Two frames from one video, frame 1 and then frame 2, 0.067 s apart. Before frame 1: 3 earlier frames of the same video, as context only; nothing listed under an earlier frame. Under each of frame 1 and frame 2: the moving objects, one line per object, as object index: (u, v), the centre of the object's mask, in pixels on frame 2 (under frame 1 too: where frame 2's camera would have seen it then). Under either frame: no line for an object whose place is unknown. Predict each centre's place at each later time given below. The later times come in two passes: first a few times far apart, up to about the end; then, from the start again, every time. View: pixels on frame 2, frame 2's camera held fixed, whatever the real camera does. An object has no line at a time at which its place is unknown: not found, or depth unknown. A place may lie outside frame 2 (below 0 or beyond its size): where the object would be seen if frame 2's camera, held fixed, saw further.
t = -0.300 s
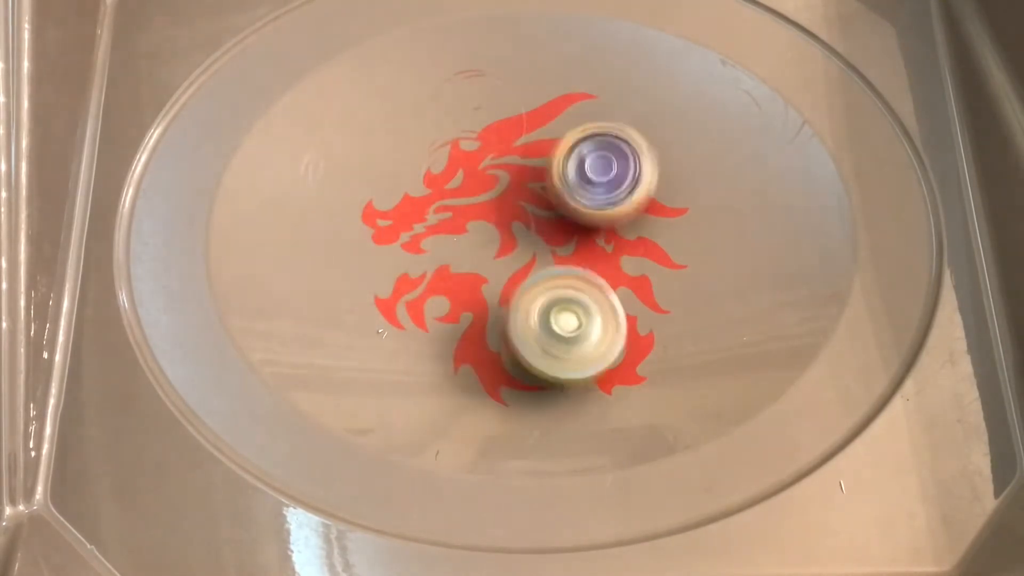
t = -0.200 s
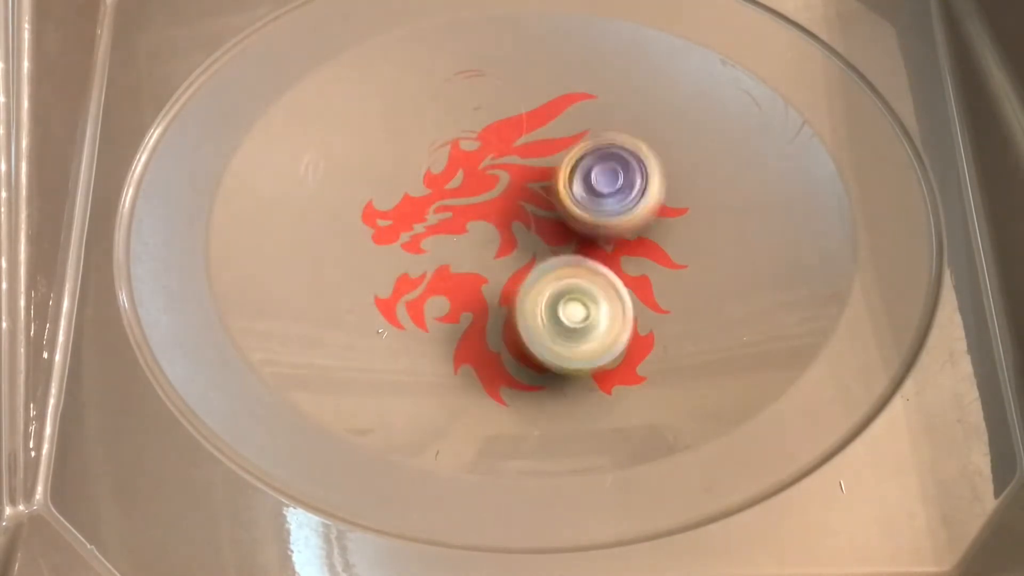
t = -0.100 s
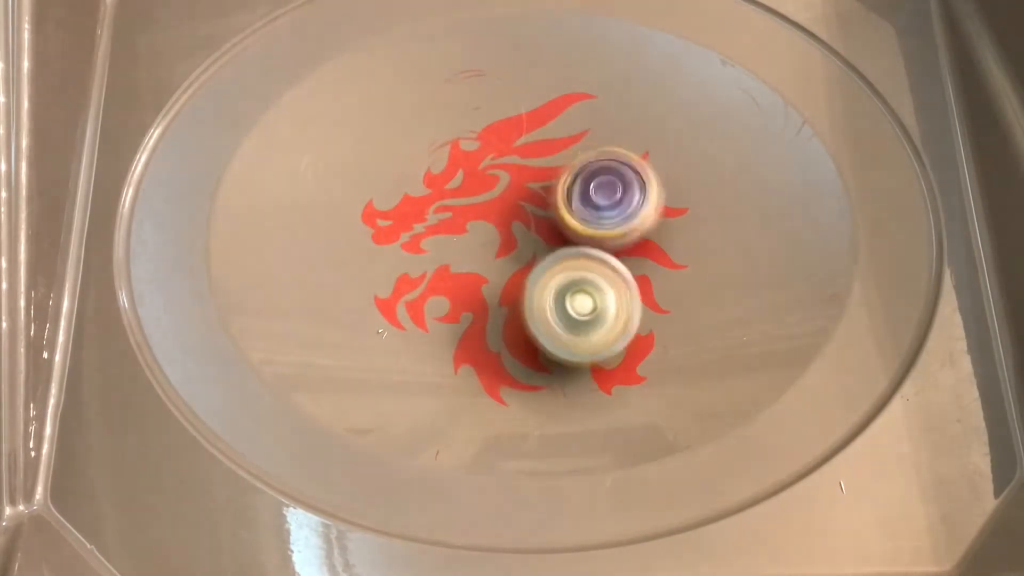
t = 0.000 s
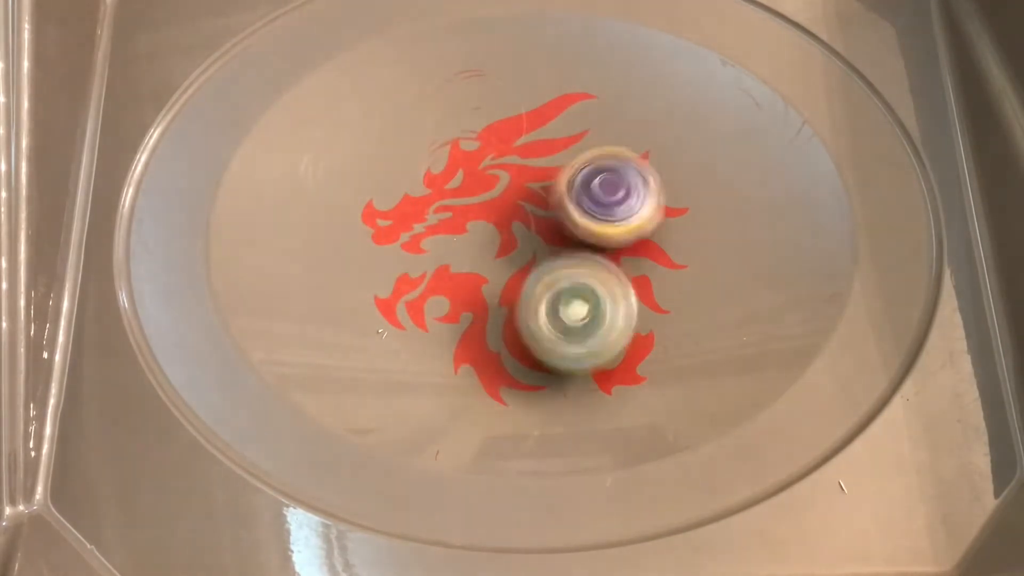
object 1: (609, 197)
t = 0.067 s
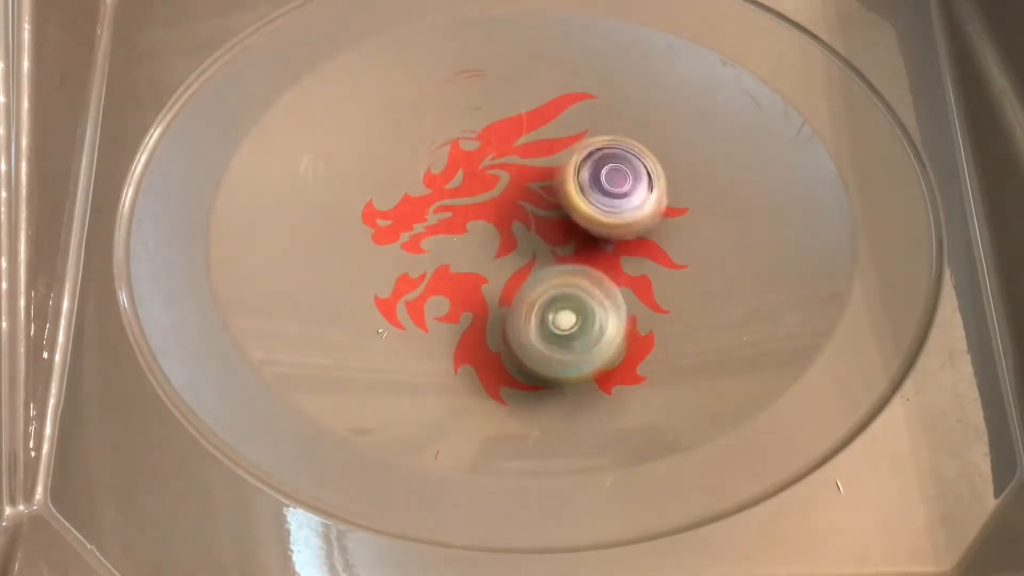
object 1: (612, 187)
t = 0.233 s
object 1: (610, 174)
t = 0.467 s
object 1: (614, 163)
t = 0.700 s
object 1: (609, 162)
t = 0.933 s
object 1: (593, 162)
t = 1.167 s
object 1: (573, 154)
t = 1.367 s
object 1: (563, 142)
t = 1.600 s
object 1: (560, 135)
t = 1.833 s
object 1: (555, 139)
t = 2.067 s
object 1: (538, 146)
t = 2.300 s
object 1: (499, 103)
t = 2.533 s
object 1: (481, 118)
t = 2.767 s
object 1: (461, 166)
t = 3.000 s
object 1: (420, 195)
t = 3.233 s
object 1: (398, 203)
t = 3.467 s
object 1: (417, 215)
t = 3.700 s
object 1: (445, 248)
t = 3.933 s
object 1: (442, 286)
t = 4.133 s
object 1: (438, 302)
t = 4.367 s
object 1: (460, 298)
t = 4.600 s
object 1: (504, 300)
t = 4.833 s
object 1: (528, 329)
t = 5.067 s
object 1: (543, 331)
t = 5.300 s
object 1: (560, 304)
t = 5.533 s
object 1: (592, 289)
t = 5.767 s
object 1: (617, 299)
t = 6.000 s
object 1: (614, 291)
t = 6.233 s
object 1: (588, 291)
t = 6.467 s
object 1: (585, 277)
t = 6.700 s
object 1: (598, 263)
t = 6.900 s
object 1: (603, 278)
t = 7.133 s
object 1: (581, 272)
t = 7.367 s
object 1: (584, 242)
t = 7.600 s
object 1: (619, 270)
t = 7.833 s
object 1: (591, 293)
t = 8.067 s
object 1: (560, 255)
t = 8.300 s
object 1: (605, 242)
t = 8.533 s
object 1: (604, 271)
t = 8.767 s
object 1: (532, 282)
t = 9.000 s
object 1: (457, 319)
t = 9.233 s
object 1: (472, 338)
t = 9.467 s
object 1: (459, 323)
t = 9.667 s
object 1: (489, 287)
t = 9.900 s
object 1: (523, 322)
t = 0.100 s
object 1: (610, 185)
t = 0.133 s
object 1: (610, 182)
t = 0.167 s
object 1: (610, 178)
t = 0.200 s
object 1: (609, 176)
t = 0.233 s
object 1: (610, 174)
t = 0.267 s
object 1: (610, 172)
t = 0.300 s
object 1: (611, 170)
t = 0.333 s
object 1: (611, 168)
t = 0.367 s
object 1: (611, 166)
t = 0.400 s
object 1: (613, 165)
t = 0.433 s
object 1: (613, 164)
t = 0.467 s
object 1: (614, 163)
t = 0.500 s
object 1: (613, 162)
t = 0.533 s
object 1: (613, 162)
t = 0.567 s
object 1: (612, 161)
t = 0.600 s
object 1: (611, 161)
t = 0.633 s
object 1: (611, 161)
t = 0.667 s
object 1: (610, 161)
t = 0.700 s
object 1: (609, 162)
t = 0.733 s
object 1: (607, 162)
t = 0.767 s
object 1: (605, 163)
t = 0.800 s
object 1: (603, 163)
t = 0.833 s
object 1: (601, 164)
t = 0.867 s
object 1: (599, 163)
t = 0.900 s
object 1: (595, 163)
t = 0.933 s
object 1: (593, 162)
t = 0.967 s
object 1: (591, 161)
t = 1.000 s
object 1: (587, 162)
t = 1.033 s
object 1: (584, 160)
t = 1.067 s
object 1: (581, 159)
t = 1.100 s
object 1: (579, 159)
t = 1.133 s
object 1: (575, 156)
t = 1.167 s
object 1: (573, 154)
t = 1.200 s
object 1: (570, 152)
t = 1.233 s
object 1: (568, 150)
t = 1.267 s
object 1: (568, 148)
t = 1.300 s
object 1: (565, 147)
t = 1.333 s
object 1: (565, 145)
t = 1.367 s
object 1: (563, 142)
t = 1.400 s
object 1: (562, 141)
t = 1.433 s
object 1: (561, 139)
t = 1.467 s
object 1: (560, 138)
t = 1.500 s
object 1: (562, 136)
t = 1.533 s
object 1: (561, 136)
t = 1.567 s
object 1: (561, 136)
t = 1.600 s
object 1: (560, 135)
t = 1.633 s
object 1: (560, 135)
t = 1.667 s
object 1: (559, 135)
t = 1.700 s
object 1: (558, 135)
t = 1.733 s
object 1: (558, 135)
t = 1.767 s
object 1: (557, 137)
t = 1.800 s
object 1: (557, 137)
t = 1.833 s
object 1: (555, 139)
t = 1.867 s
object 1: (554, 140)
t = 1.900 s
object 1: (551, 141)
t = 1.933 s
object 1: (550, 143)
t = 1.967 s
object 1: (548, 143)
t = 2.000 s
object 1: (545, 145)
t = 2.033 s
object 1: (543, 145)
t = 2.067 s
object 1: (538, 146)
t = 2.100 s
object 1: (533, 133)
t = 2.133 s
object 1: (528, 122)
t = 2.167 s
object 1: (521, 116)
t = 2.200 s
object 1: (515, 111)
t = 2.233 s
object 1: (509, 108)
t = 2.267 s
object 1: (504, 105)
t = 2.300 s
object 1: (499, 103)
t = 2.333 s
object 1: (496, 103)
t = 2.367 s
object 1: (493, 102)
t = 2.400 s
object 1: (490, 104)
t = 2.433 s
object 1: (487, 105)
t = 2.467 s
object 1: (485, 109)
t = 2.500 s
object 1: (483, 113)
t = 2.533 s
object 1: (481, 118)
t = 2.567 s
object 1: (478, 124)
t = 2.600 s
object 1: (475, 129)
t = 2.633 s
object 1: (472, 138)
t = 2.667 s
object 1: (471, 147)
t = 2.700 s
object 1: (468, 153)
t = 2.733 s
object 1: (465, 160)
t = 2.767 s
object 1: (461, 166)
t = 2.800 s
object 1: (456, 172)
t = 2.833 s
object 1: (452, 176)
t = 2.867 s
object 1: (446, 183)
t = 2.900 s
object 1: (440, 185)
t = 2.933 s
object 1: (433, 190)
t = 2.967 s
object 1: (427, 192)
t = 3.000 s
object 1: (420, 195)
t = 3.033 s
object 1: (417, 198)
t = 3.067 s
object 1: (409, 199)
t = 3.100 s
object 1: (406, 200)
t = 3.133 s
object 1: (401, 201)
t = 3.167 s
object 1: (400, 202)
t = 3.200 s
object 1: (397, 202)
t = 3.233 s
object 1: (398, 203)
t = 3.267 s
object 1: (397, 204)
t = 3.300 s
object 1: (398, 204)
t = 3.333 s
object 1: (400, 205)
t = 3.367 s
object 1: (403, 207)
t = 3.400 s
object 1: (408, 209)
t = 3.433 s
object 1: (412, 213)
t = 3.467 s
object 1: (417, 215)
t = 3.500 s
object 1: (422, 219)
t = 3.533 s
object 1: (425, 223)
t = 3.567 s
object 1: (432, 228)
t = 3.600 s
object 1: (436, 230)
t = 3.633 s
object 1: (441, 237)
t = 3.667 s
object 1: (443, 242)
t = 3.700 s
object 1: (445, 248)
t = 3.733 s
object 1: (447, 253)
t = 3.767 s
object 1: (449, 261)
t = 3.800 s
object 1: (448, 266)
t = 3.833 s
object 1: (447, 272)
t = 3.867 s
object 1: (446, 276)
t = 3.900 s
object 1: (443, 283)
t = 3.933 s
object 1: (442, 286)
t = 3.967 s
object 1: (440, 292)
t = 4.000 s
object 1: (439, 295)
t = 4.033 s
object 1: (438, 299)
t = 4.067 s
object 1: (438, 299)
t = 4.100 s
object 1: (438, 302)
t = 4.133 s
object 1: (438, 302)
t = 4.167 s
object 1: (438, 303)
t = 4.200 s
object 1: (439, 302)
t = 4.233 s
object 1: (442, 302)
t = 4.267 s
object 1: (444, 300)
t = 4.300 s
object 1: (452, 300)
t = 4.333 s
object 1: (455, 298)
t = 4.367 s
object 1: (460, 298)
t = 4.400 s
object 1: (466, 297)
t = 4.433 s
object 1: (471, 296)
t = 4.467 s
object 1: (478, 294)
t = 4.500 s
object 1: (487, 296)
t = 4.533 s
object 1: (494, 295)
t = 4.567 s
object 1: (499, 299)
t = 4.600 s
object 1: (504, 300)
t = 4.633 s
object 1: (509, 305)
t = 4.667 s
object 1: (513, 307)
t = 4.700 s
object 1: (517, 313)
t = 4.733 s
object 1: (519, 315)
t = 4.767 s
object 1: (523, 321)
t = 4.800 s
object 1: (525, 325)
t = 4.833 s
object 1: (528, 329)
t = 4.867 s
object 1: (531, 330)
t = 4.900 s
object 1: (535, 334)
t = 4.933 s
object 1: (535, 335)
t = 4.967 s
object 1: (537, 336)
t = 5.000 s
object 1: (539, 333)
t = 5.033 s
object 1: (542, 333)
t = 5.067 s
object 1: (543, 331)
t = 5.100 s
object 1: (545, 329)
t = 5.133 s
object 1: (547, 324)
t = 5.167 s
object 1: (551, 321)
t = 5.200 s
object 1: (550, 317)
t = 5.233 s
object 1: (552, 313)
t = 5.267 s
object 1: (555, 306)
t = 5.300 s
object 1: (560, 304)
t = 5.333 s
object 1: (562, 300)
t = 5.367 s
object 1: (566, 297)
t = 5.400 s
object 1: (570, 293)
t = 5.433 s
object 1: (578, 291)
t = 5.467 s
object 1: (582, 291)
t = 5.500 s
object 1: (588, 290)
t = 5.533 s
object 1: (592, 289)
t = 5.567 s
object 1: (600, 291)
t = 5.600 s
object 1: (603, 294)
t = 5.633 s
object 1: (608, 294)
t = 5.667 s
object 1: (611, 298)
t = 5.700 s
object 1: (614, 299)
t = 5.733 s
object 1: (615, 300)
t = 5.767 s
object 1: (617, 299)
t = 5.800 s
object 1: (619, 300)
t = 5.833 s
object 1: (619, 300)
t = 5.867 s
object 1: (619, 300)
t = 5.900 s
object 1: (617, 297)
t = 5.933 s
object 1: (617, 297)
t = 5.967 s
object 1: (615, 294)
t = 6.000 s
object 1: (614, 291)
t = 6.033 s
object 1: (611, 288)
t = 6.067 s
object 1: (610, 286)
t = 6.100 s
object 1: (605, 280)
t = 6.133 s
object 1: (604, 283)
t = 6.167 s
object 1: (599, 292)
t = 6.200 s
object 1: (591, 296)
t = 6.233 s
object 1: (588, 291)
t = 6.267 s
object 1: (588, 288)
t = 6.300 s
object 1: (589, 288)
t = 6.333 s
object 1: (588, 289)
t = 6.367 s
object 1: (583, 287)
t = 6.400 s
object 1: (581, 282)
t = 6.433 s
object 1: (582, 277)
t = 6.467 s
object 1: (585, 277)
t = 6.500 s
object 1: (586, 275)
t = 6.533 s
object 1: (585, 271)
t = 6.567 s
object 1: (587, 267)
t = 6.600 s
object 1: (591, 264)
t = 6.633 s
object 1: (595, 263)
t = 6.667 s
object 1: (597, 264)
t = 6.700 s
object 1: (598, 263)
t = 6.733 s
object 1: (600, 264)
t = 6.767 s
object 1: (602, 268)
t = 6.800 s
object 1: (603, 272)
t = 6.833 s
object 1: (603, 272)
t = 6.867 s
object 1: (604, 276)
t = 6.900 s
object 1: (603, 278)
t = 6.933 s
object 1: (601, 280)
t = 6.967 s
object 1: (598, 280)
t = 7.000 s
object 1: (594, 280)
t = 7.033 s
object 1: (594, 279)
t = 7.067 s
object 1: (588, 279)
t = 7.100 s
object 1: (583, 276)
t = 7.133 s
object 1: (581, 272)
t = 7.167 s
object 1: (581, 268)
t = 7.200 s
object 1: (579, 263)
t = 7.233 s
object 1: (578, 260)
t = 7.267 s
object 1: (578, 255)
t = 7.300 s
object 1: (580, 250)
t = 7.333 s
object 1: (582, 246)
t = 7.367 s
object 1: (584, 242)
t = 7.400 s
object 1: (588, 240)
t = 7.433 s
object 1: (591, 238)
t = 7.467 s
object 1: (596, 235)
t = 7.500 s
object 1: (604, 245)
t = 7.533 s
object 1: (610, 255)
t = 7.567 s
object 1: (616, 262)
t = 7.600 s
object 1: (619, 270)
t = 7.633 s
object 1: (621, 277)
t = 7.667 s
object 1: (619, 283)
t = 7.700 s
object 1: (617, 286)
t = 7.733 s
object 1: (612, 291)
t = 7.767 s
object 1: (606, 294)
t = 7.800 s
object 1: (598, 295)
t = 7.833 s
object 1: (591, 293)
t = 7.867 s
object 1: (583, 291)
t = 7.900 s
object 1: (575, 288)
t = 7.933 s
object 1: (570, 284)
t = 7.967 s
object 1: (565, 278)
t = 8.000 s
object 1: (562, 271)
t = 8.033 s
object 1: (560, 264)
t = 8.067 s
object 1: (560, 255)
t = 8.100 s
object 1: (562, 249)
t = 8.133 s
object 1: (564, 242)
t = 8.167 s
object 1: (570, 236)
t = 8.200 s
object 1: (578, 232)
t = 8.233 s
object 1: (585, 229)
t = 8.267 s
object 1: (597, 239)
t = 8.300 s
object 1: (605, 242)
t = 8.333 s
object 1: (613, 248)
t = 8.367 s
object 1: (617, 252)
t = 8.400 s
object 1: (619, 258)
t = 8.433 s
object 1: (618, 261)
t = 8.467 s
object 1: (616, 264)
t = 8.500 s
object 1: (612, 266)
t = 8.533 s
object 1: (604, 271)
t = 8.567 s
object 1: (598, 274)
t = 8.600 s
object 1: (590, 277)
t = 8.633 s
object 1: (579, 279)
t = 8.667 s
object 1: (570, 281)
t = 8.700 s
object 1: (559, 281)
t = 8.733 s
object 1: (545, 282)
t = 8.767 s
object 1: (532, 282)
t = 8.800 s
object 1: (519, 283)
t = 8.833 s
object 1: (503, 286)
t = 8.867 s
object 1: (487, 290)
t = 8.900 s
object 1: (474, 295)
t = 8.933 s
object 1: (463, 304)
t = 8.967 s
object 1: (457, 312)
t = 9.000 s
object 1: (457, 319)
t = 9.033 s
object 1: (459, 325)
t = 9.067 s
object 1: (462, 329)
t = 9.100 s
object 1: (464, 332)
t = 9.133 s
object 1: (467, 334)
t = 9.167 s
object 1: (470, 337)
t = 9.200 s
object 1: (472, 338)
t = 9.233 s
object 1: (472, 338)
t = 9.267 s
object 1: (472, 338)
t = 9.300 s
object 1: (471, 337)
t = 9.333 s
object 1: (469, 336)
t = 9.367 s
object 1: (467, 333)
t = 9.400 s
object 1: (464, 330)
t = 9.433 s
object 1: (461, 327)
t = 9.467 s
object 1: (459, 323)
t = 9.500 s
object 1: (457, 318)
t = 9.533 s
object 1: (458, 311)
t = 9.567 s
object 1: (460, 302)
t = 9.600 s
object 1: (468, 295)
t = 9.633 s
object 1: (479, 289)
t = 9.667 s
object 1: (489, 287)
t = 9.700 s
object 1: (498, 287)
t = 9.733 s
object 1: (508, 292)
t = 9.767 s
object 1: (515, 298)
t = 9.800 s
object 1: (521, 305)
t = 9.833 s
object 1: (524, 313)
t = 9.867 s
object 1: (524, 318)
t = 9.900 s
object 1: (523, 322)
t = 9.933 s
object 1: (522, 325)
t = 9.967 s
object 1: (521, 325)
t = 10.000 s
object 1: (522, 324)
